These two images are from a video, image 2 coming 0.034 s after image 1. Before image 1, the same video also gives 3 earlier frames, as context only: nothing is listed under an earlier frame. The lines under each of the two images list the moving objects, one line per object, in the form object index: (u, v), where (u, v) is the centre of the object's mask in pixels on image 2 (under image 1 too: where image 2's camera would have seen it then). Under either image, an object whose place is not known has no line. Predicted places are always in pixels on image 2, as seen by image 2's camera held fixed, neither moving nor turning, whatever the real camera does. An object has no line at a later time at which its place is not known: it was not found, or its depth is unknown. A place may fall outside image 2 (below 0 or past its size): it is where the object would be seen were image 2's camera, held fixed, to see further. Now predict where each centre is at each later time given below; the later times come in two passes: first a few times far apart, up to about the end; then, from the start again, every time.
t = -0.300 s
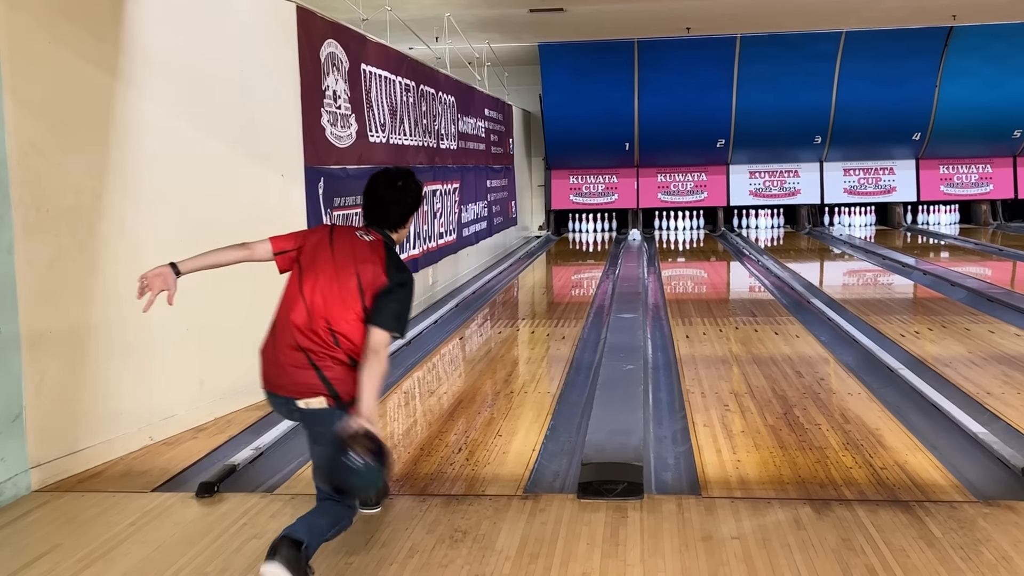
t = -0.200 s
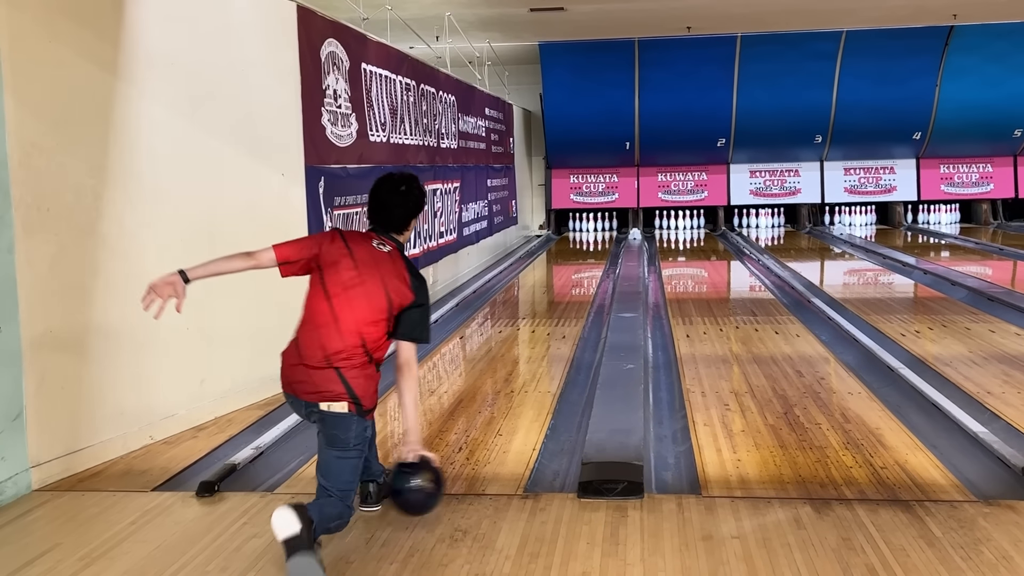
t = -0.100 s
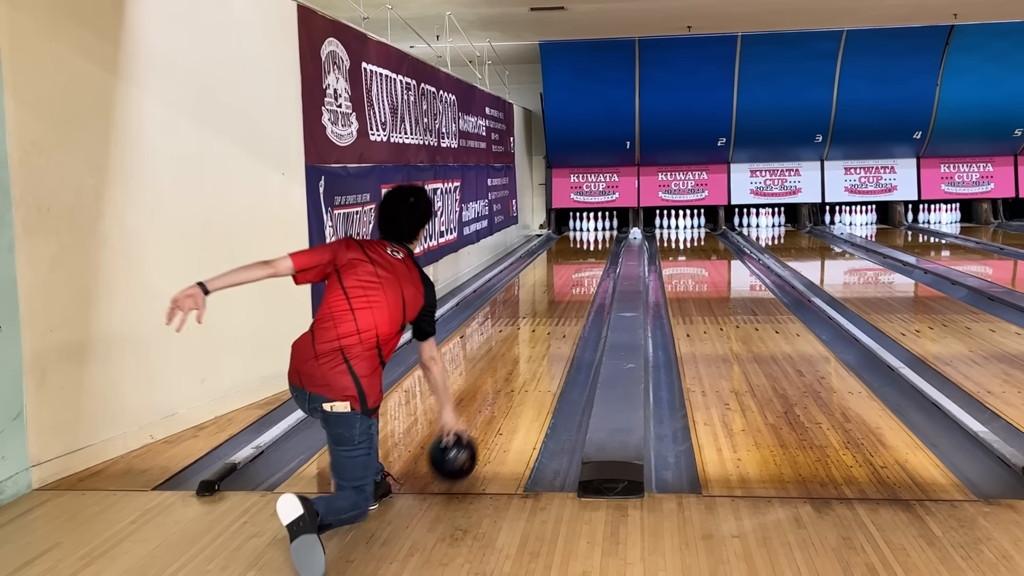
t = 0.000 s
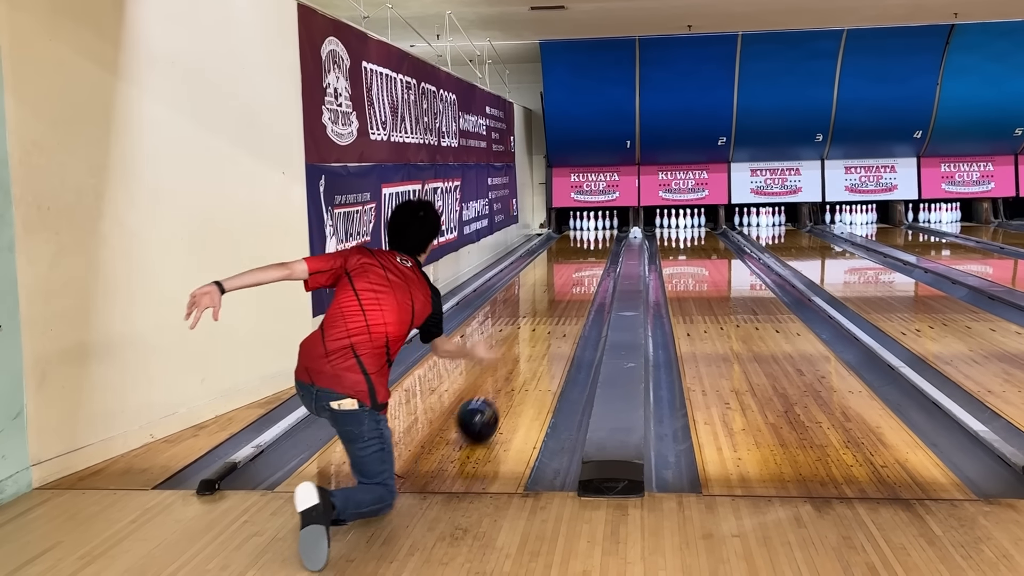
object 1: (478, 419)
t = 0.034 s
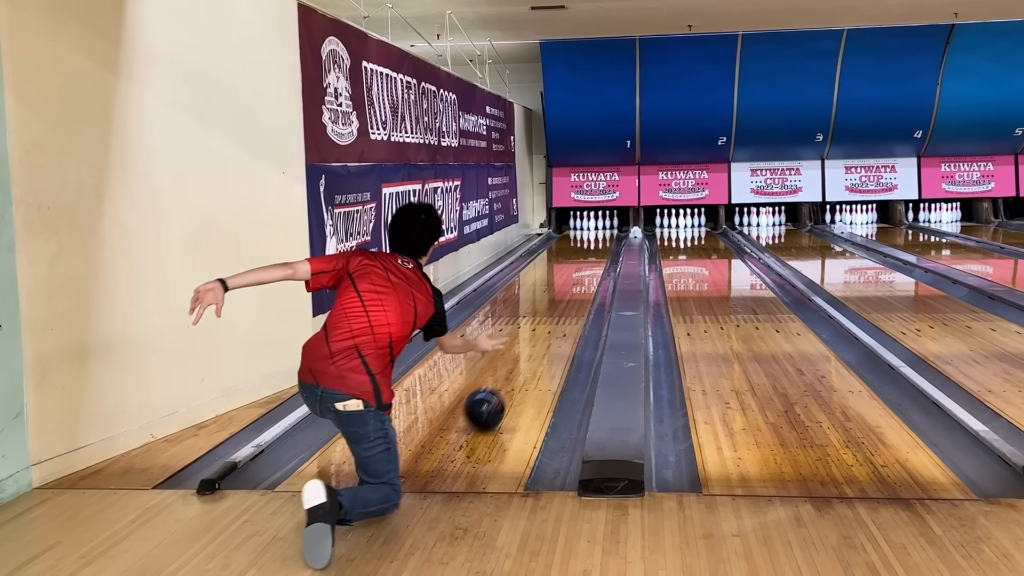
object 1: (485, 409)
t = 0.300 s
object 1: (523, 348)
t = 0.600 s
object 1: (548, 309)
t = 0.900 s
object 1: (564, 283)
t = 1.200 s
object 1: (575, 266)
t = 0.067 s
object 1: (491, 399)
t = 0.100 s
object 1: (496, 390)
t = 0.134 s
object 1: (502, 383)
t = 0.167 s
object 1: (510, 375)
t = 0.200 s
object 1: (512, 366)
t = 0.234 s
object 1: (515, 360)
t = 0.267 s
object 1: (519, 354)
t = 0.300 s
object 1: (523, 348)
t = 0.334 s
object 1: (526, 343)
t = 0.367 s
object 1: (529, 337)
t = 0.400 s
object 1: (533, 333)
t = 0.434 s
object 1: (535, 328)
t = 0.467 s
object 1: (538, 324)
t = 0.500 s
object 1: (541, 320)
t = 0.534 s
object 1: (543, 316)
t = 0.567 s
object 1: (546, 312)
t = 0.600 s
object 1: (548, 309)
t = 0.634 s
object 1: (550, 306)
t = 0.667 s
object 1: (552, 302)
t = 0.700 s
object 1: (554, 299)
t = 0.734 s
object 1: (556, 296)
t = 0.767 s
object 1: (558, 294)
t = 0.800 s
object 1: (559, 291)
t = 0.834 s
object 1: (561, 288)
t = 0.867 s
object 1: (563, 286)
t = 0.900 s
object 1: (564, 283)
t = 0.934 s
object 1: (566, 281)
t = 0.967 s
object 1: (567, 279)
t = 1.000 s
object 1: (568, 277)
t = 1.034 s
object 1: (570, 275)
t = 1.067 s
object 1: (571, 273)
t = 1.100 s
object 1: (572, 271)
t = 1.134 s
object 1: (573, 269)
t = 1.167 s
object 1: (574, 268)
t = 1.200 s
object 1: (575, 266)
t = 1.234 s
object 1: (576, 264)
